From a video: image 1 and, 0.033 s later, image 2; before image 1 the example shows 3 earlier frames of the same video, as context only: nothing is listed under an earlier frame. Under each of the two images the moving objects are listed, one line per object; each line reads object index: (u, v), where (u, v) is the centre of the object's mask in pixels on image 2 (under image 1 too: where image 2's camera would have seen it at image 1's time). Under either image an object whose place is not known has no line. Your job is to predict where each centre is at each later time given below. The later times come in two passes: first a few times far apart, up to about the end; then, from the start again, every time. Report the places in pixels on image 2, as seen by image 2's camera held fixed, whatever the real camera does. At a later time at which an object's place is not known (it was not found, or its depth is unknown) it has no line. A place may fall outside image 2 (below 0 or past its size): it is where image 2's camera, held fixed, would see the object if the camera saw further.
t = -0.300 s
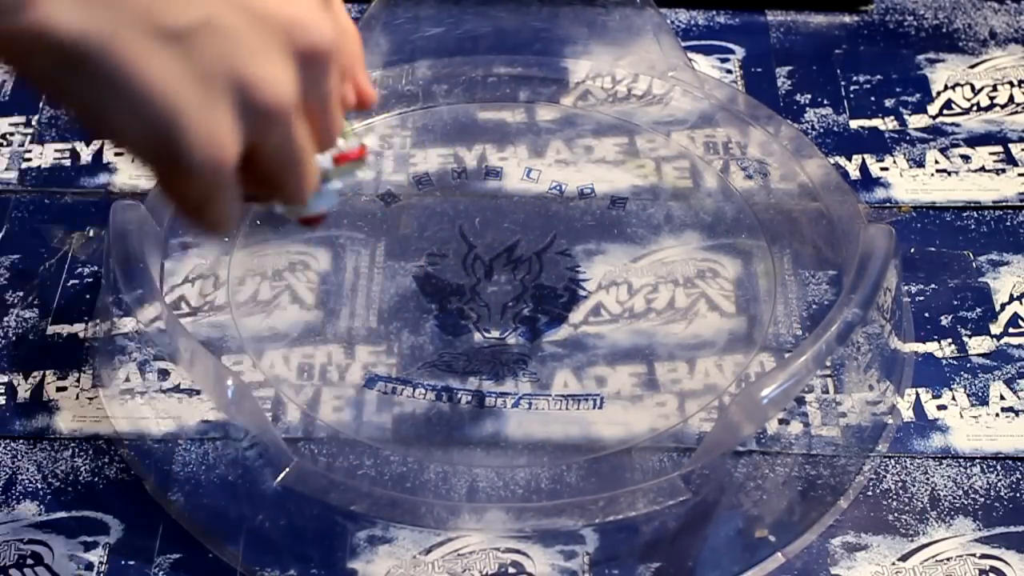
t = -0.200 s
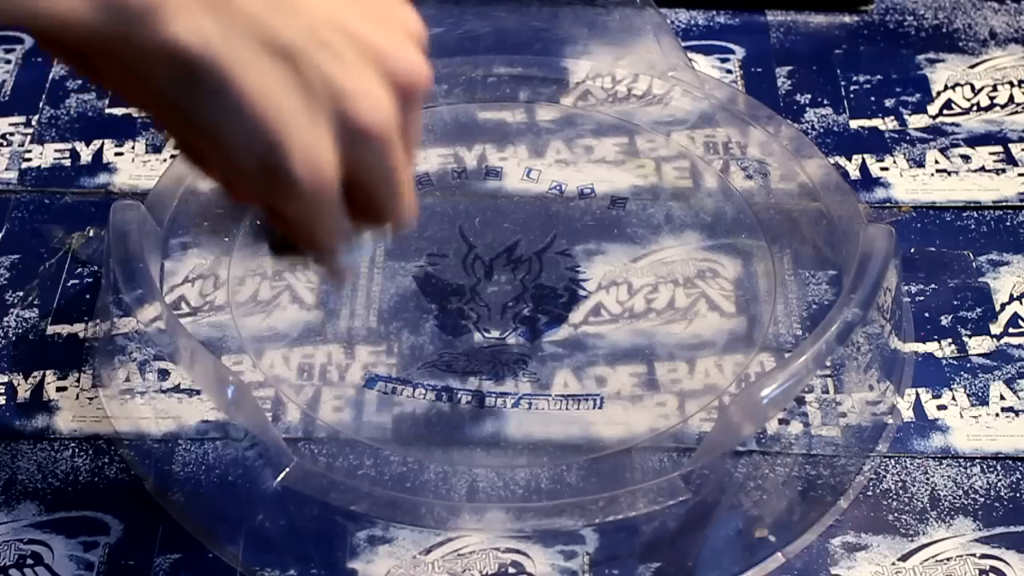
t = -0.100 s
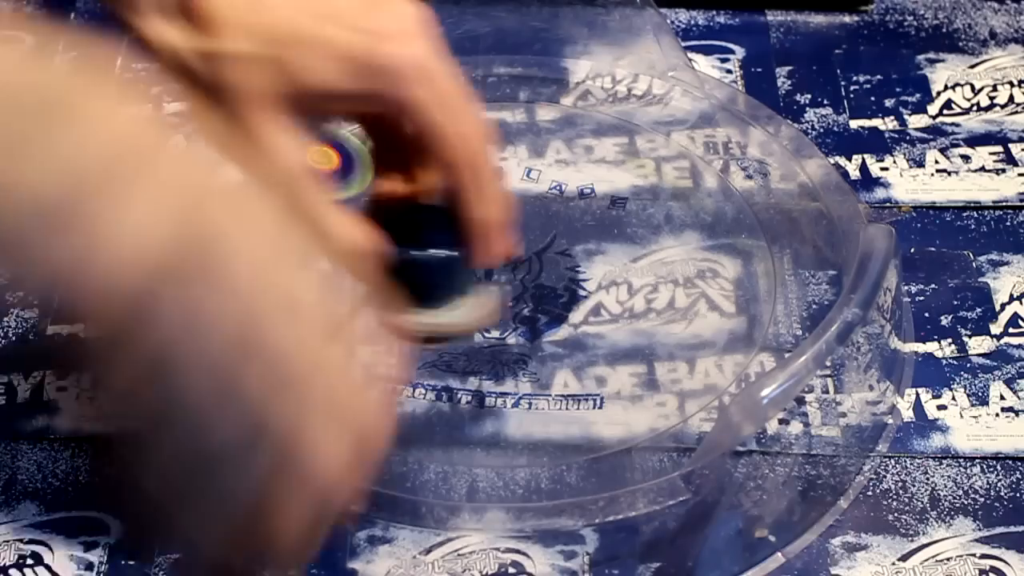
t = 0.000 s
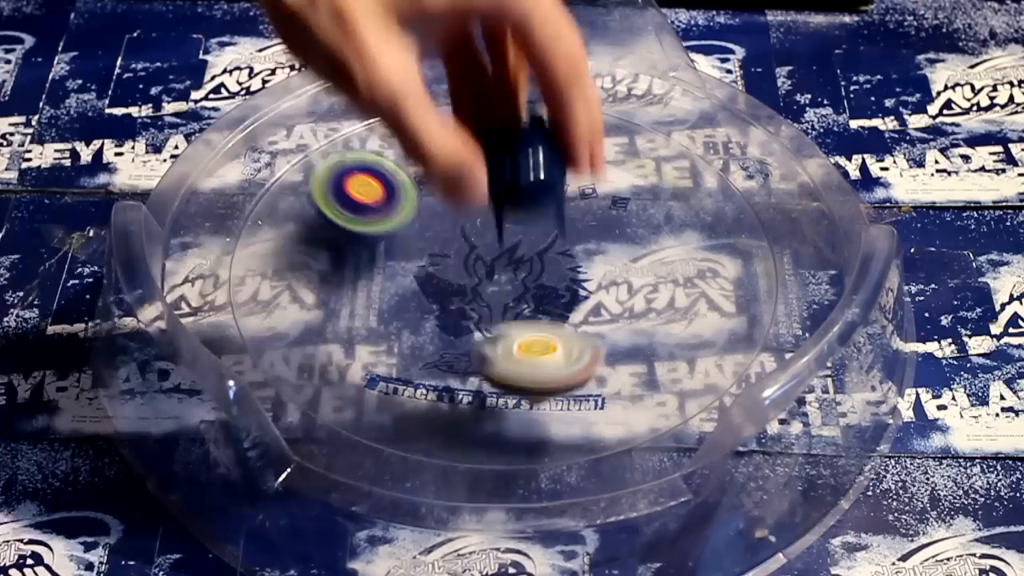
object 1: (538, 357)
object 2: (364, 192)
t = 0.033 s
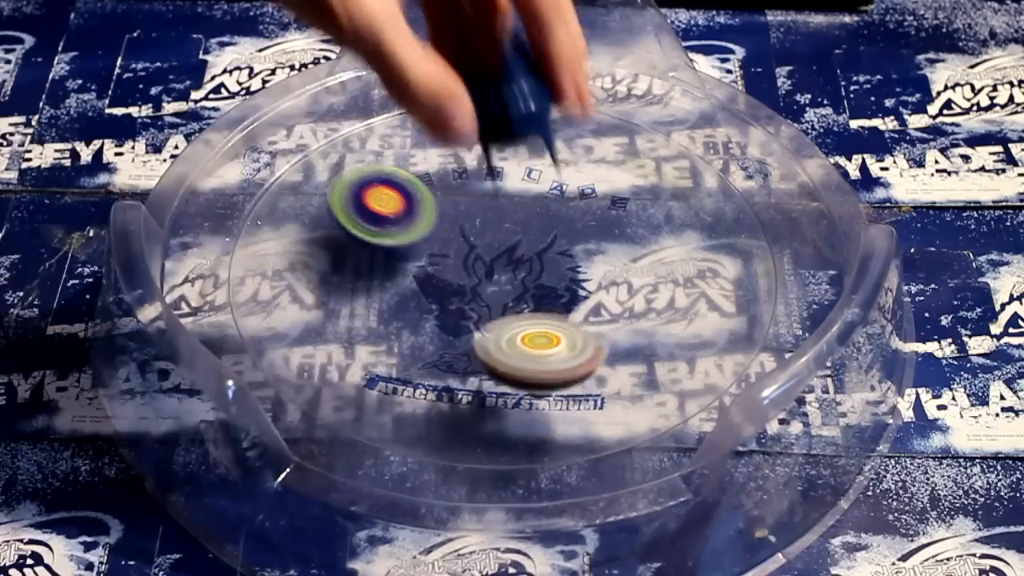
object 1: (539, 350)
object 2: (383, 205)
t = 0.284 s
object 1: (597, 350)
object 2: (581, 193)
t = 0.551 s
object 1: (633, 388)
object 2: (615, 89)
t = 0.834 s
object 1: (566, 321)
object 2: (501, 119)
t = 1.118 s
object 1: (789, 248)
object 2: (545, 228)
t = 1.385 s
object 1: (581, 320)
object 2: (712, 224)
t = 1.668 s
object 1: (611, 100)
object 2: (673, 160)
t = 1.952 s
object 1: (799, 197)
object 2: (621, 211)
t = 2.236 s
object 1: (515, 419)
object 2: (532, 248)
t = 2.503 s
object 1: (329, 85)
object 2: (512, 338)
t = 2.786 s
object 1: (627, 251)
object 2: (696, 340)
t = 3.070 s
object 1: (264, 289)
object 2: (691, 277)
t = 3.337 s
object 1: (595, 84)
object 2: (478, 266)
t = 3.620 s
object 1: (702, 277)
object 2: (406, 386)
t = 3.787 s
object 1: (404, 318)
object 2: (519, 413)
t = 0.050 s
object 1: (540, 353)
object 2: (394, 210)
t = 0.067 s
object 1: (544, 359)
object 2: (407, 214)
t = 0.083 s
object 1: (545, 360)
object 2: (420, 217)
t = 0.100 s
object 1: (545, 357)
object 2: (434, 219)
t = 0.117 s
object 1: (545, 357)
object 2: (448, 220)
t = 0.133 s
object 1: (547, 356)
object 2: (463, 222)
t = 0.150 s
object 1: (550, 354)
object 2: (478, 222)
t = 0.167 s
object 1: (554, 353)
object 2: (492, 221)
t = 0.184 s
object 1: (558, 351)
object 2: (507, 219)
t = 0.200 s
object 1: (564, 350)
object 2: (520, 217)
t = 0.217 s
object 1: (570, 349)
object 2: (535, 214)
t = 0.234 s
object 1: (577, 348)
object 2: (547, 208)
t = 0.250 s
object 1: (584, 348)
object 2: (560, 204)
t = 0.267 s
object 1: (590, 349)
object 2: (571, 198)
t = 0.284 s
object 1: (597, 350)
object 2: (581, 193)
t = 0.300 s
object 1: (605, 353)
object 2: (590, 186)
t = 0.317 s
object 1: (612, 354)
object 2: (599, 179)
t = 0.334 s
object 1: (619, 356)
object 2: (606, 171)
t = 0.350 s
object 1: (625, 360)
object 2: (613, 164)
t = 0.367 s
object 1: (630, 363)
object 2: (618, 157)
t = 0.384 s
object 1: (633, 366)
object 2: (621, 150)
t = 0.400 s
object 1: (636, 369)
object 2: (624, 143)
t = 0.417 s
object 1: (639, 371)
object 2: (626, 136)
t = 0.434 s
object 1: (641, 378)
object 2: (627, 130)
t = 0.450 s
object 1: (642, 381)
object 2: (627, 125)
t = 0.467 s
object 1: (644, 384)
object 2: (626, 118)
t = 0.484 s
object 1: (645, 386)
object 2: (625, 112)
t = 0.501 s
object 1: (645, 388)
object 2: (623, 106)
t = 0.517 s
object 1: (640, 388)
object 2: (621, 100)
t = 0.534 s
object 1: (637, 388)
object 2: (619, 95)
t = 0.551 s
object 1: (633, 388)
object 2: (615, 89)
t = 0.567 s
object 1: (628, 387)
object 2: (608, 88)
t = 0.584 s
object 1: (621, 386)
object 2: (601, 90)
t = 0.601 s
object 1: (616, 385)
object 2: (593, 92)
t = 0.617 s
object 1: (611, 384)
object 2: (586, 93)
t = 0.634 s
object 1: (605, 382)
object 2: (578, 95)
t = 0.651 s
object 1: (601, 378)
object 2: (571, 96)
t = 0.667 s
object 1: (595, 375)
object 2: (564, 98)
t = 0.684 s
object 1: (590, 371)
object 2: (557, 99)
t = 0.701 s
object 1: (586, 367)
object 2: (550, 101)
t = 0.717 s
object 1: (580, 364)
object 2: (543, 102)
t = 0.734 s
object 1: (574, 359)
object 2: (537, 104)
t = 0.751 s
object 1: (570, 354)
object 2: (530, 106)
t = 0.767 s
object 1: (565, 348)
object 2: (524, 108)
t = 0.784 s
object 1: (563, 342)
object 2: (518, 110)
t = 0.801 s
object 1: (562, 335)
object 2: (512, 112)
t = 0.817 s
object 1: (564, 328)
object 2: (506, 115)
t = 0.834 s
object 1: (566, 321)
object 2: (501, 119)
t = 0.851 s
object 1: (572, 312)
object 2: (497, 122)
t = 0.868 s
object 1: (578, 305)
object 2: (493, 126)
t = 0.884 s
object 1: (588, 294)
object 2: (490, 131)
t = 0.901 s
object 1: (598, 287)
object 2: (486, 136)
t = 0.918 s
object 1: (612, 276)
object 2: (484, 141)
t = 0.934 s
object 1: (628, 267)
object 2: (483, 147)
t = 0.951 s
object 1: (647, 258)
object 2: (483, 155)
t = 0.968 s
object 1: (664, 252)
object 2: (484, 161)
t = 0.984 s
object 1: (683, 245)
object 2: (486, 169)
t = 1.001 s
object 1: (701, 241)
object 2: (489, 177)
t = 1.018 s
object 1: (720, 238)
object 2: (494, 184)
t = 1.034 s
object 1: (739, 236)
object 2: (500, 194)
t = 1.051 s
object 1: (759, 236)
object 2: (508, 201)
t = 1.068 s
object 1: (772, 236)
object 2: (515, 208)
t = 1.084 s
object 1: (783, 236)
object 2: (525, 215)
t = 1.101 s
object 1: (793, 241)
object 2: (535, 221)
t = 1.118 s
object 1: (789, 248)
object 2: (545, 228)
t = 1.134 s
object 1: (781, 260)
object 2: (556, 232)
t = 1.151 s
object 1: (774, 273)
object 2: (568, 237)
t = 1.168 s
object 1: (765, 279)
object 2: (580, 240)
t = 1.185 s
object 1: (756, 287)
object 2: (592, 243)
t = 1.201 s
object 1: (745, 297)
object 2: (604, 246)
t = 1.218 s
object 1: (731, 304)
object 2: (616, 247)
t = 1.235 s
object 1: (716, 311)
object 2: (629, 248)
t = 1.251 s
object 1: (705, 315)
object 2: (640, 248)
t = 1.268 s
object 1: (690, 319)
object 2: (652, 246)
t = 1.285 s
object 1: (676, 323)
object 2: (662, 245)
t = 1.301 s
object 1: (662, 326)
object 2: (673, 243)
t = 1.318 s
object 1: (645, 326)
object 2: (683, 240)
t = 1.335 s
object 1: (631, 326)
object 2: (691, 237)
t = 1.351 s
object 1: (616, 327)
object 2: (699, 233)
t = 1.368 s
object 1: (596, 325)
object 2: (707, 229)
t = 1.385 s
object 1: (581, 320)
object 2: (712, 224)
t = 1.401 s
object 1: (561, 315)
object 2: (719, 219)
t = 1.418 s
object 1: (546, 308)
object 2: (724, 214)
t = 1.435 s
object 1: (534, 298)
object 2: (729, 208)
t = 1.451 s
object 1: (522, 286)
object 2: (734, 201)
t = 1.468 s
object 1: (515, 271)
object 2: (738, 195)
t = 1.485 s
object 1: (507, 254)
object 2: (742, 189)
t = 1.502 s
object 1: (504, 239)
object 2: (747, 182)
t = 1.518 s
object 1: (501, 224)
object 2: (744, 177)
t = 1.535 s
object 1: (503, 210)
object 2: (736, 172)
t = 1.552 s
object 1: (507, 194)
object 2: (728, 173)
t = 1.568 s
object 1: (517, 173)
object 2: (719, 171)
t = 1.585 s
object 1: (524, 162)
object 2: (711, 168)
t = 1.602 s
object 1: (540, 145)
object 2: (703, 167)
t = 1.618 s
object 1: (554, 132)
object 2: (695, 165)
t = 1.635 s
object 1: (569, 122)
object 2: (687, 163)
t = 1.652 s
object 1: (589, 110)
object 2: (680, 160)
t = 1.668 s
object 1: (611, 100)
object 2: (673, 160)
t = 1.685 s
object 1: (625, 86)
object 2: (671, 162)
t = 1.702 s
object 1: (643, 71)
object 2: (669, 164)
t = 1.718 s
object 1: (660, 67)
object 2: (667, 168)
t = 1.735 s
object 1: (677, 69)
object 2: (664, 169)
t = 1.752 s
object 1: (698, 76)
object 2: (661, 172)
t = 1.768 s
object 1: (716, 81)
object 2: (657, 174)
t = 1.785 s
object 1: (732, 86)
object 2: (653, 175)
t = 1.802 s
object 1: (747, 95)
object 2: (650, 178)
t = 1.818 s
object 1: (759, 105)
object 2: (646, 180)
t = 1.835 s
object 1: (771, 121)
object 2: (642, 183)
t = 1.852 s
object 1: (779, 132)
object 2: (637, 186)
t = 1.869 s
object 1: (788, 144)
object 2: (634, 189)
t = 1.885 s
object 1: (795, 155)
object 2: (630, 193)
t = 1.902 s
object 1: (799, 165)
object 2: (627, 197)
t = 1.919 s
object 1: (802, 175)
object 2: (624, 201)
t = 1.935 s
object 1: (803, 186)
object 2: (622, 206)
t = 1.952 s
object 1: (799, 197)
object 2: (621, 211)
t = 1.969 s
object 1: (799, 206)
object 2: (620, 217)
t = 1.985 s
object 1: (792, 218)
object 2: (619, 223)
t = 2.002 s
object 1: (786, 229)
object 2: (620, 228)
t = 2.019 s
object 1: (776, 241)
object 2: (620, 234)
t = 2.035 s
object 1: (766, 253)
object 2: (620, 239)
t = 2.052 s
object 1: (751, 270)
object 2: (622, 245)
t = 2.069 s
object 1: (729, 285)
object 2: (623, 251)
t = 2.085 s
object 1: (707, 302)
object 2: (624, 256)
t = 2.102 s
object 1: (695, 322)
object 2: (613, 255)
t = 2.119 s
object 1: (689, 344)
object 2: (600, 251)
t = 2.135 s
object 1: (675, 359)
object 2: (589, 249)
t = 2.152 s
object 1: (658, 373)
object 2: (578, 248)
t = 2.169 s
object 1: (637, 383)
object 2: (568, 246)
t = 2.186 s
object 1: (609, 398)
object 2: (559, 246)
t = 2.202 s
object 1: (583, 407)
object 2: (549, 246)
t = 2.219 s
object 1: (549, 413)
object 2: (540, 247)
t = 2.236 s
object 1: (515, 419)
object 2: (532, 248)
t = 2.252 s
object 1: (483, 418)
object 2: (525, 251)
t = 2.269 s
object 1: (449, 414)
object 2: (519, 253)
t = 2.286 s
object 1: (417, 408)
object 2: (512, 257)
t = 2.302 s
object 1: (385, 399)
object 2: (507, 262)
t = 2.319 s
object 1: (350, 385)
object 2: (502, 266)
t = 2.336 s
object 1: (319, 369)
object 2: (498, 272)
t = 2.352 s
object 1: (292, 351)
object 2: (496, 278)
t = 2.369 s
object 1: (268, 328)
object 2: (493, 284)
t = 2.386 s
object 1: (252, 303)
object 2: (492, 291)
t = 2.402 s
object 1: (239, 270)
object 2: (492, 297)
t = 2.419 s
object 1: (234, 239)
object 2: (493, 304)
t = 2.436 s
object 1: (239, 212)
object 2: (494, 311)
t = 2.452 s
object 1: (253, 181)
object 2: (497, 319)
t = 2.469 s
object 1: (279, 149)
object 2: (501, 325)
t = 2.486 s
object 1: (298, 117)
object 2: (506, 332)
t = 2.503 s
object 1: (329, 85)
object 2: (512, 338)
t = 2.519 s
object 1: (359, 57)
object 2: (519, 343)
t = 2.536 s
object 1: (376, 48)
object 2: (527, 347)
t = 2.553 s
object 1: (394, 42)
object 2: (536, 352)
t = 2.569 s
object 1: (411, 42)
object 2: (546, 357)
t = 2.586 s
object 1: (430, 46)
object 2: (557, 360)
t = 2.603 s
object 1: (453, 56)
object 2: (568, 363)
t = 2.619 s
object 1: (473, 69)
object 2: (581, 364)
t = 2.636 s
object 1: (493, 88)
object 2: (594, 364)
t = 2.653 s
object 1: (514, 111)
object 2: (607, 363)
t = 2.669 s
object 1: (535, 143)
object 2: (620, 361)
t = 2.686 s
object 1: (555, 163)
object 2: (632, 361)
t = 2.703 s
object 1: (571, 169)
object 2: (645, 359)
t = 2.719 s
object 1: (587, 179)
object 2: (657, 355)
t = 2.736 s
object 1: (603, 196)
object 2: (669, 352)
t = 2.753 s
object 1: (613, 212)
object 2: (679, 348)
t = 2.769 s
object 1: (625, 238)
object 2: (688, 344)
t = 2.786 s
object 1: (627, 251)
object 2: (696, 340)
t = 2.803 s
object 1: (626, 267)
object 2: (703, 334)
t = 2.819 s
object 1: (617, 287)
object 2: (711, 332)
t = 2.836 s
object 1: (607, 303)
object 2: (724, 333)
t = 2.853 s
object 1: (583, 314)
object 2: (730, 331)
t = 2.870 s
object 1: (563, 323)
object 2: (728, 326)
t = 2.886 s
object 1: (540, 337)
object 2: (726, 326)
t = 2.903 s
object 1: (515, 348)
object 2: (723, 323)
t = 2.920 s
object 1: (486, 355)
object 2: (721, 319)
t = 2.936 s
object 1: (459, 358)
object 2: (719, 314)
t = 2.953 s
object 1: (430, 357)
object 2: (716, 310)
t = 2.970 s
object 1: (403, 355)
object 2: (714, 306)
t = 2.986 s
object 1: (376, 349)
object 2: (711, 301)
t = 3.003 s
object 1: (351, 342)
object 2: (708, 296)
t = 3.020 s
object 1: (324, 332)
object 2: (704, 292)
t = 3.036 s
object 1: (300, 321)
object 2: (701, 287)
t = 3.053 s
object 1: (279, 303)
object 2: (696, 282)
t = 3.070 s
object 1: (264, 289)
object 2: (691, 277)
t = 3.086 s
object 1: (243, 272)
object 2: (684, 272)
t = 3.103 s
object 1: (240, 253)
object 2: (676, 267)
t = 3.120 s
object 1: (237, 233)
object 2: (667, 263)
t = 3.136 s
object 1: (237, 216)
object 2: (656, 258)
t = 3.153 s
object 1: (244, 195)
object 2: (644, 256)
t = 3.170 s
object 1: (255, 176)
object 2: (629, 253)
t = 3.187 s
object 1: (276, 155)
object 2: (614, 251)
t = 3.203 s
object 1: (295, 136)
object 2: (599, 250)
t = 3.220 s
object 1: (320, 120)
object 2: (584, 248)
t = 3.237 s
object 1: (355, 105)
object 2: (569, 249)
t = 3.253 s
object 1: (386, 86)
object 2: (552, 251)
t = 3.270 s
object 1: (421, 79)
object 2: (537, 252)
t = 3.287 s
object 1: (462, 74)
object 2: (521, 254)
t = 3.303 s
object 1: (504, 73)
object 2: (506, 257)
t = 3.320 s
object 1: (552, 77)
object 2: (492, 261)
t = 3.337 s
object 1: (595, 84)
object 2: (478, 266)
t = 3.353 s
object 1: (645, 95)
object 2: (464, 270)
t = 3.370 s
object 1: (694, 112)
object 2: (452, 275)
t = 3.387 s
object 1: (734, 130)
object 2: (440, 282)
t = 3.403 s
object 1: (770, 148)
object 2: (429, 287)
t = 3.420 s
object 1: (800, 167)
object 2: (420, 293)
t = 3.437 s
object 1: (827, 186)
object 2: (410, 300)
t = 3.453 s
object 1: (833, 187)
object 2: (402, 307)
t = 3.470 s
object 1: (830, 178)
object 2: (395, 315)
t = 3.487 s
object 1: (827, 175)
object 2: (390, 323)
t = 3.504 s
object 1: (825, 175)
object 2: (387, 330)
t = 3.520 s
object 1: (818, 179)
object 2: (385, 339)
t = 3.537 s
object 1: (813, 191)
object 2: (385, 347)
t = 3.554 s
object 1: (800, 203)
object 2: (385, 356)
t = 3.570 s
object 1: (774, 219)
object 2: (388, 364)
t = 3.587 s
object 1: (752, 233)
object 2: (393, 372)
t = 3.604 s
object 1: (727, 254)
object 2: (399, 379)
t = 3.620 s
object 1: (702, 277)
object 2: (406, 386)
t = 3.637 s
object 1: (675, 281)
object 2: (414, 393)
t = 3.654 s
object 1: (652, 296)
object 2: (421, 401)
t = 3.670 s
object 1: (622, 309)
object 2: (430, 408)
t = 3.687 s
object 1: (591, 314)
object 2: (440, 415)
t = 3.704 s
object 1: (558, 323)
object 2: (453, 415)
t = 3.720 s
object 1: (525, 327)
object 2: (468, 415)
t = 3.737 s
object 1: (495, 328)
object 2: (480, 416)
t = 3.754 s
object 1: (464, 328)
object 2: (494, 415)
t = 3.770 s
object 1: (433, 324)
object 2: (507, 415)
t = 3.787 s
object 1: (404, 318)
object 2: (519, 413)
